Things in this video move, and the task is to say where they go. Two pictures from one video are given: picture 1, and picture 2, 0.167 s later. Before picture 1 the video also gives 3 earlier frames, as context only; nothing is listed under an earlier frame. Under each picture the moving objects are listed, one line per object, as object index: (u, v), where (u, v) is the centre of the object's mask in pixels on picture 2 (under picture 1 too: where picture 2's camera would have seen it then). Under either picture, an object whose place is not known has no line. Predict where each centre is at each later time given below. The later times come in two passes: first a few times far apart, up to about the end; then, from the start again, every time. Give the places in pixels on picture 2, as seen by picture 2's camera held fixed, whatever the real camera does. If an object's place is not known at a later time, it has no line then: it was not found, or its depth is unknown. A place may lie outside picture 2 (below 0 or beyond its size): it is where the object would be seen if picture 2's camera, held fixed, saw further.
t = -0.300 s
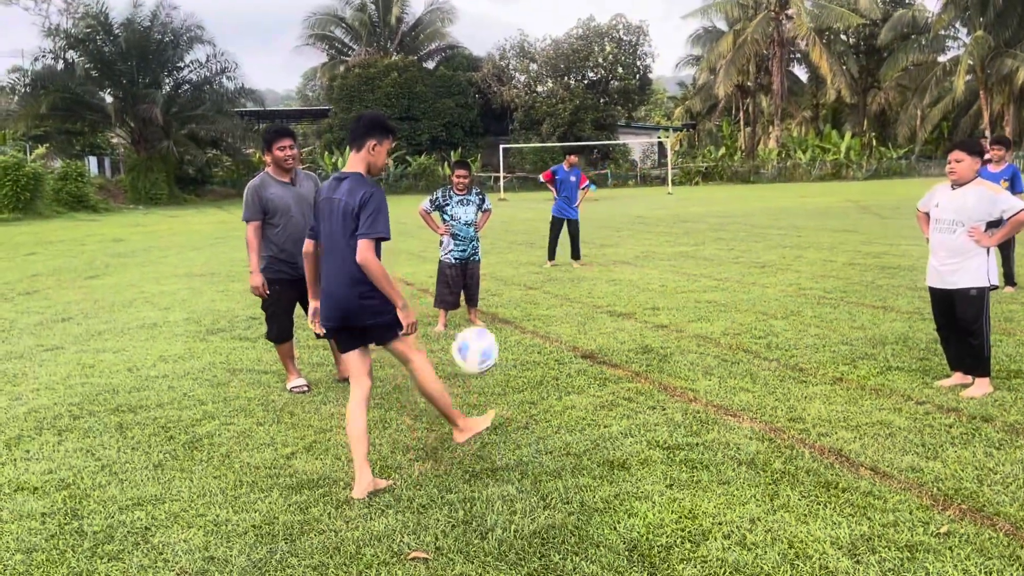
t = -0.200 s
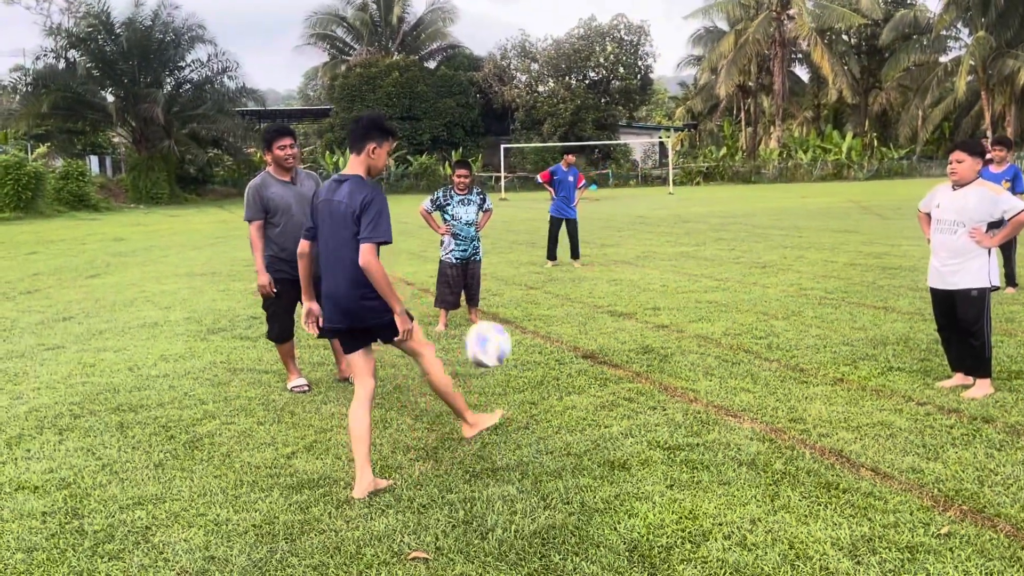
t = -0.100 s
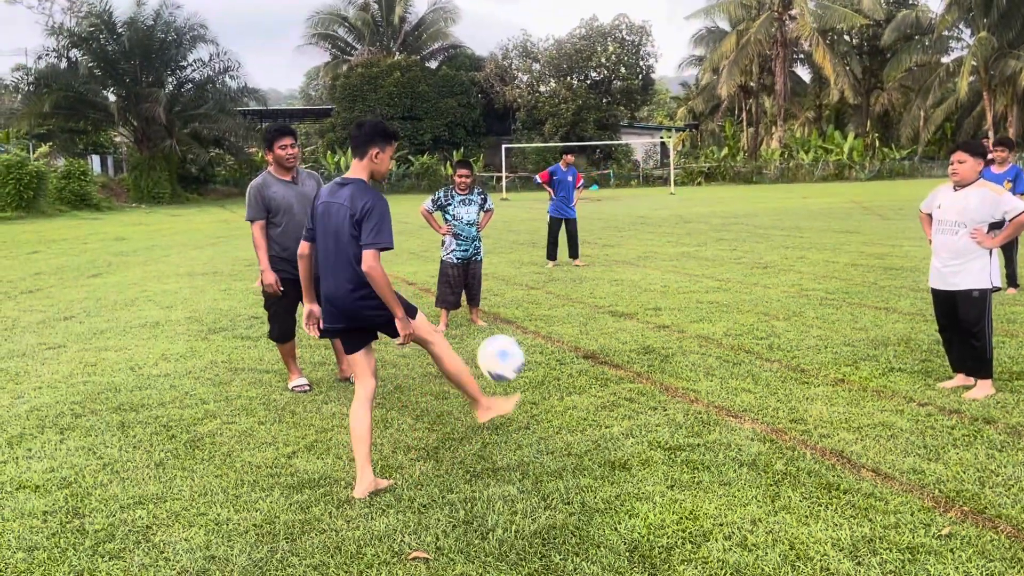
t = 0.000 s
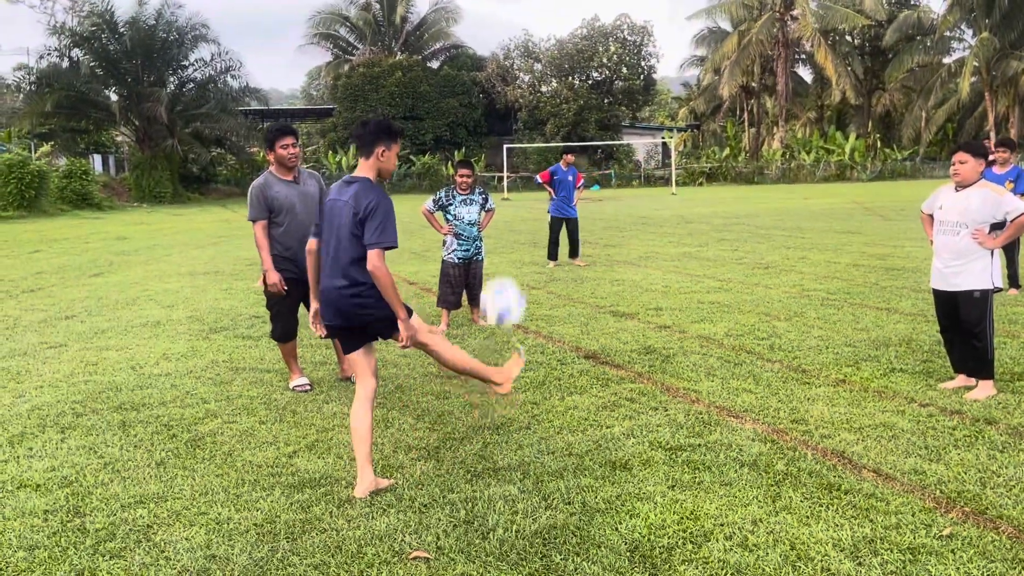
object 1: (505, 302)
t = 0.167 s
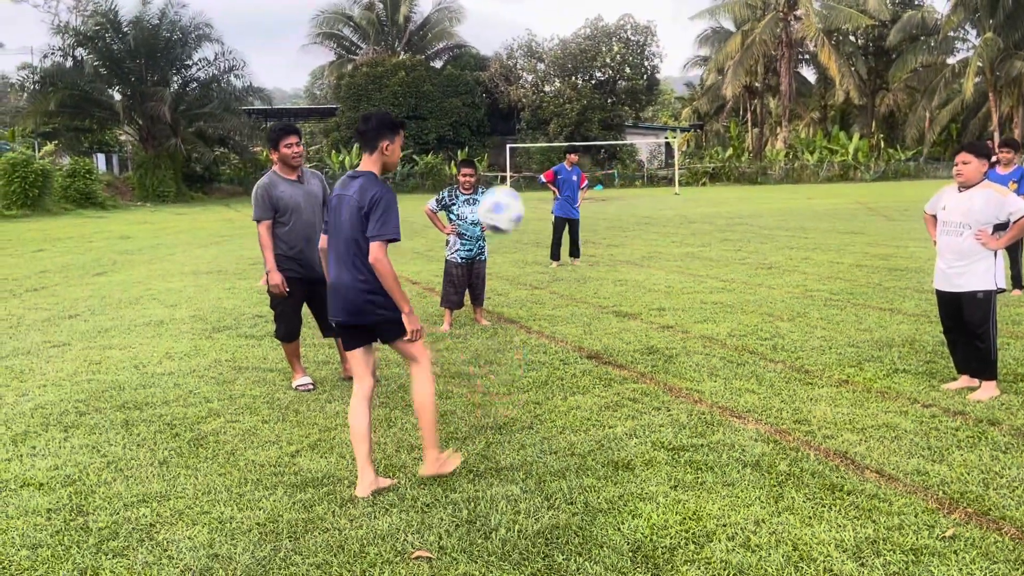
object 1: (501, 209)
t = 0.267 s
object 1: (499, 181)
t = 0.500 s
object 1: (497, 194)
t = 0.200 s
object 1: (499, 197)
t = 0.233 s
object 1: (499, 188)
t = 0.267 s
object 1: (499, 181)
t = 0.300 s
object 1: (498, 177)
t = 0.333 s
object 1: (498, 174)
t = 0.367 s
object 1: (498, 174)
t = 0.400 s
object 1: (497, 176)
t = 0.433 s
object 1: (497, 180)
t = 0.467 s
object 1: (496, 186)
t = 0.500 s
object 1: (497, 194)
